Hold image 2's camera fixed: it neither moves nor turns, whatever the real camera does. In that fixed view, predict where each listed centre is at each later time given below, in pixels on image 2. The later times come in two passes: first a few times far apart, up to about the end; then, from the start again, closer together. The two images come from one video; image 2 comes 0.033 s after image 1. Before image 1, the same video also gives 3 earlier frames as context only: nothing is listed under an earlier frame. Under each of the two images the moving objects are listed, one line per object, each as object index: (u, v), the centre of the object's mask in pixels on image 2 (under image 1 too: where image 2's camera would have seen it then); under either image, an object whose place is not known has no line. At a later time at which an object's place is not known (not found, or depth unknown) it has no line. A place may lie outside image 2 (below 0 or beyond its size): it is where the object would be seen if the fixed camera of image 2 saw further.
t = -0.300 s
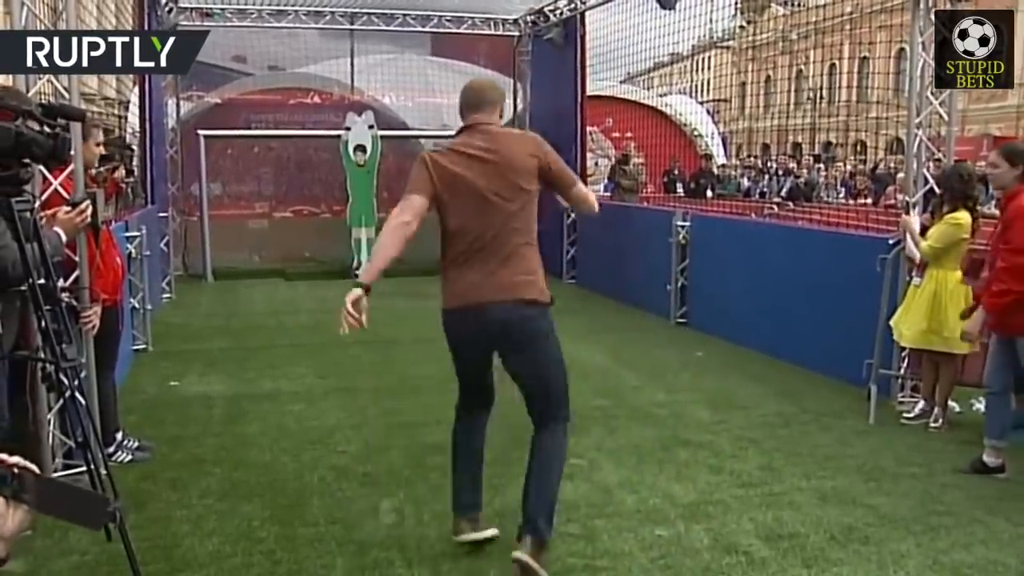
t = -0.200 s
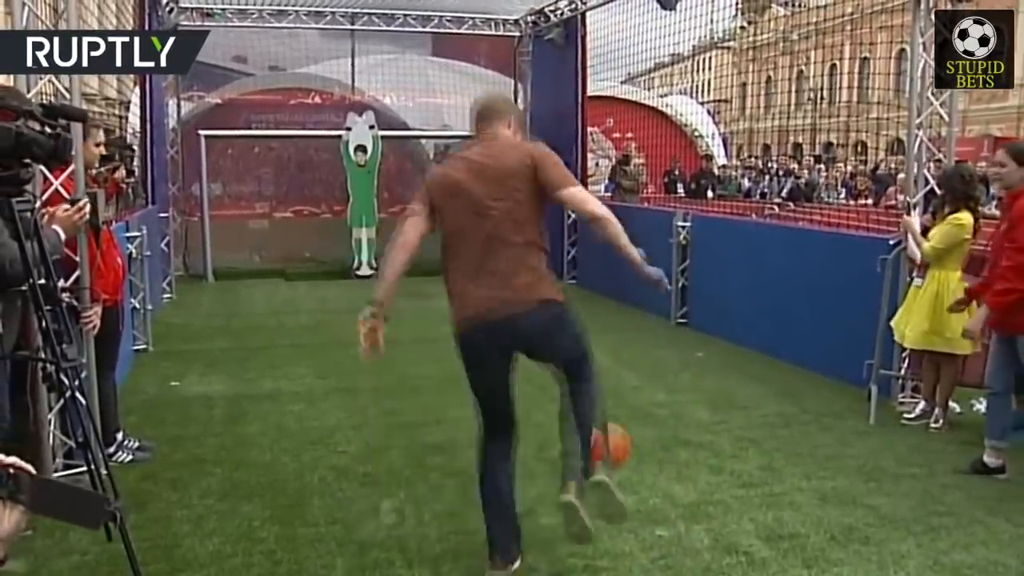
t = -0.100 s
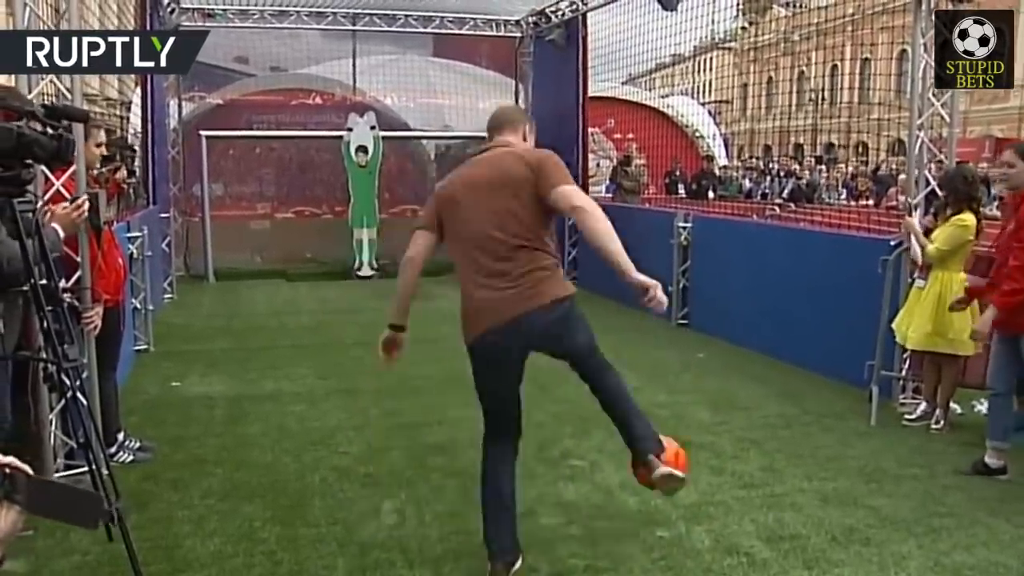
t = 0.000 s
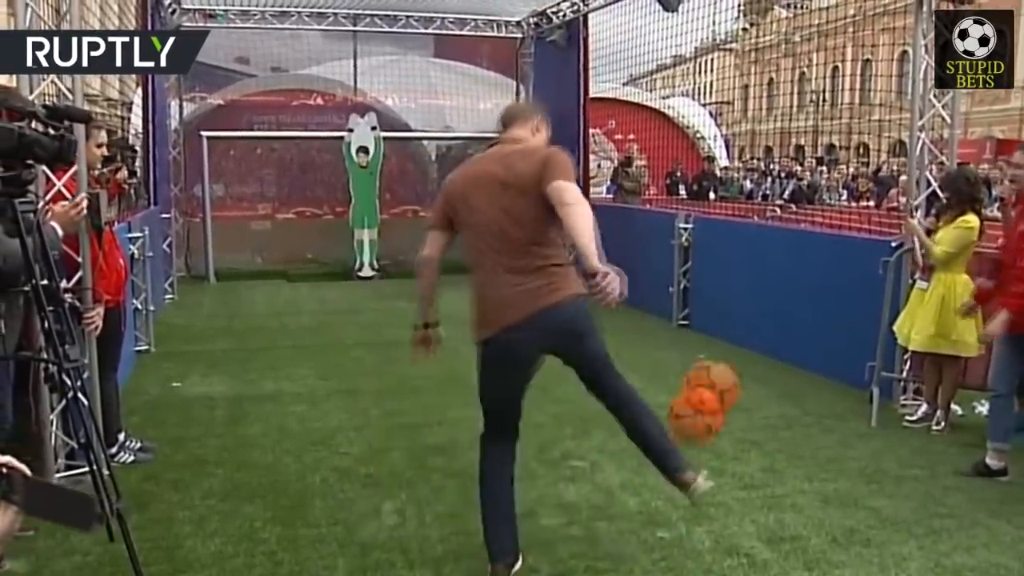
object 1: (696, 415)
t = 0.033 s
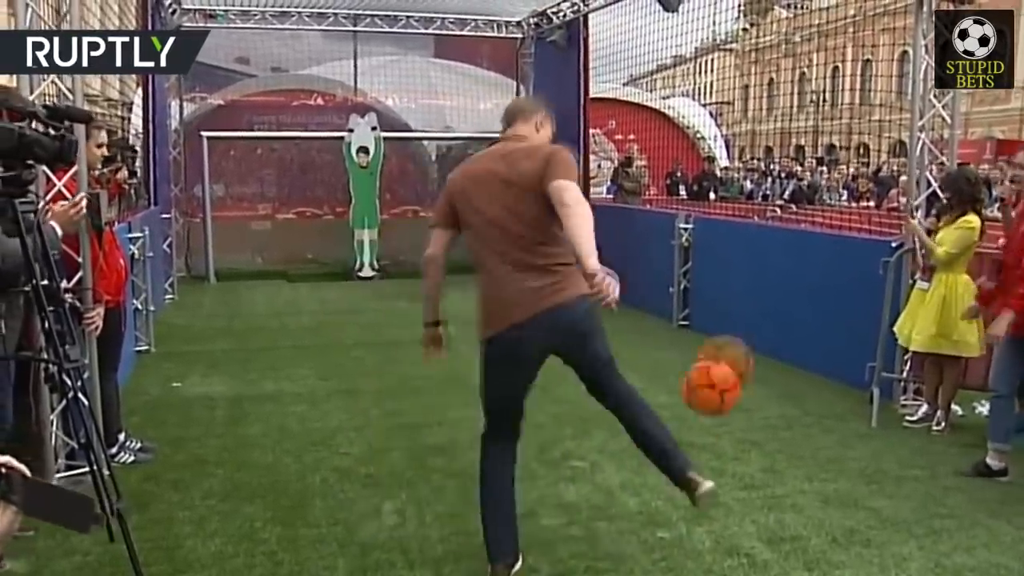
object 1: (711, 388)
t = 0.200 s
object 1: (768, 307)
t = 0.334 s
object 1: (818, 293)
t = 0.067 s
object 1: (725, 363)
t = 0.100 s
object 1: (739, 340)
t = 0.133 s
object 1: (752, 322)
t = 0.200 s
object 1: (768, 307)
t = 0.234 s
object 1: (782, 299)
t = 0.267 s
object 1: (793, 293)
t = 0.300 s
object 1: (805, 291)
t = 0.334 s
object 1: (818, 293)
